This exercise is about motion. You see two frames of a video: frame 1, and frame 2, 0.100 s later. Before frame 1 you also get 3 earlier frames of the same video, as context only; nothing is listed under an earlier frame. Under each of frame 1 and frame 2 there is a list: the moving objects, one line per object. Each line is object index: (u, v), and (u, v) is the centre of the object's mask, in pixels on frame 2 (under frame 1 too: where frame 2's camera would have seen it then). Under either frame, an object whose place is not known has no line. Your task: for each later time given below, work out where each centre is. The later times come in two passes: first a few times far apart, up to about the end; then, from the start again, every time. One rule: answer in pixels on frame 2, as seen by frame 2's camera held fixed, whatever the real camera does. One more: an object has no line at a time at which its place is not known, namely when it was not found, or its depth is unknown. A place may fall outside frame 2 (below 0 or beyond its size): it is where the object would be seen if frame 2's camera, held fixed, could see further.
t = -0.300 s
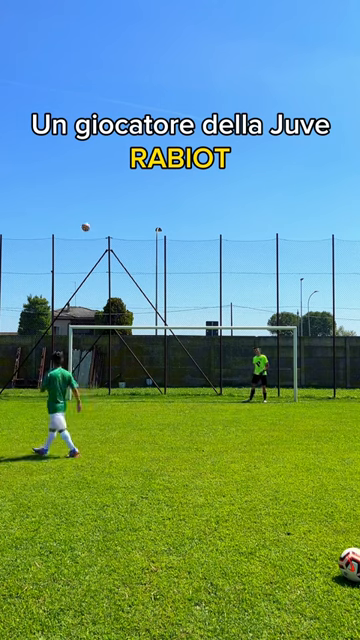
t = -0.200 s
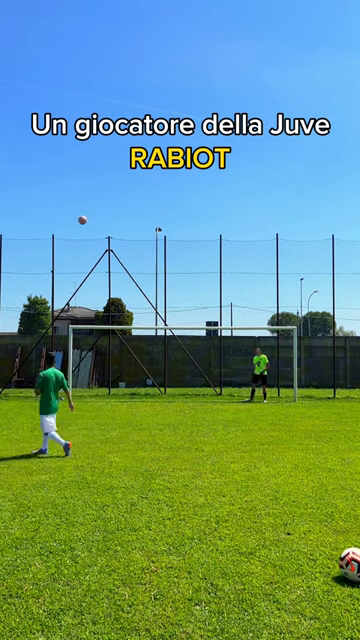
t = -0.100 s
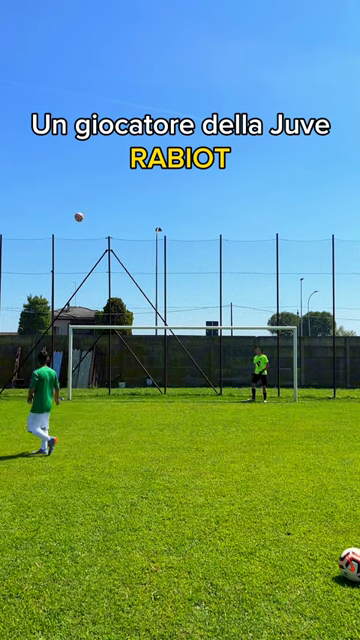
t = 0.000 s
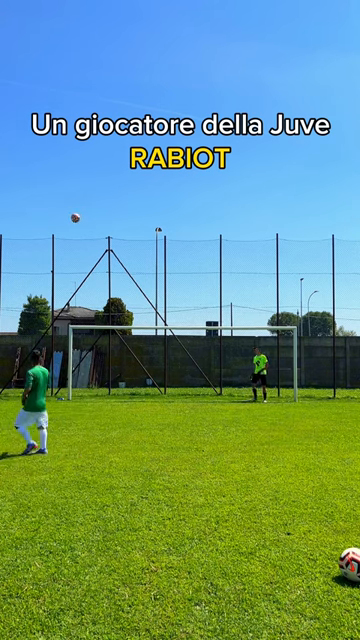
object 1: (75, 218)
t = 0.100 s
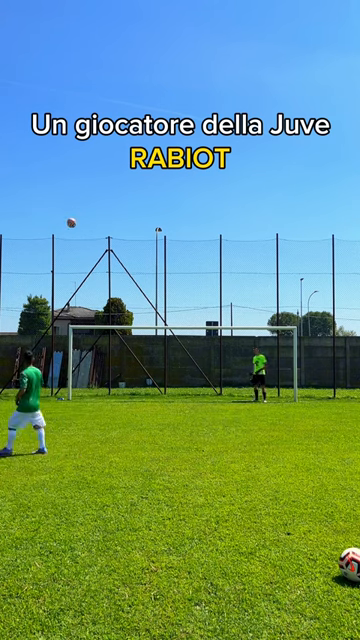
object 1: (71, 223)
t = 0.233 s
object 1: (66, 237)
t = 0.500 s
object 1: (53, 294)
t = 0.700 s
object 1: (43, 368)
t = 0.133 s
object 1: (70, 225)
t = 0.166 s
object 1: (68, 229)
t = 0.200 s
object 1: (67, 232)
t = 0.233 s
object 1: (66, 237)
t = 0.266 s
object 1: (64, 242)
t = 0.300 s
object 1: (63, 247)
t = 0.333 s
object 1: (61, 253)
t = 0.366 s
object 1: (60, 261)
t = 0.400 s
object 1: (58, 268)
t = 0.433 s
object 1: (57, 276)
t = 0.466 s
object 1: (55, 285)
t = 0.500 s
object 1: (53, 294)
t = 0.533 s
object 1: (53, 305)
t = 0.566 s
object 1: (51, 315)
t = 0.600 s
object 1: (49, 327)
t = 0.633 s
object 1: (46, 341)
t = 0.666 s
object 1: (45, 354)
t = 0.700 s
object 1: (43, 368)
